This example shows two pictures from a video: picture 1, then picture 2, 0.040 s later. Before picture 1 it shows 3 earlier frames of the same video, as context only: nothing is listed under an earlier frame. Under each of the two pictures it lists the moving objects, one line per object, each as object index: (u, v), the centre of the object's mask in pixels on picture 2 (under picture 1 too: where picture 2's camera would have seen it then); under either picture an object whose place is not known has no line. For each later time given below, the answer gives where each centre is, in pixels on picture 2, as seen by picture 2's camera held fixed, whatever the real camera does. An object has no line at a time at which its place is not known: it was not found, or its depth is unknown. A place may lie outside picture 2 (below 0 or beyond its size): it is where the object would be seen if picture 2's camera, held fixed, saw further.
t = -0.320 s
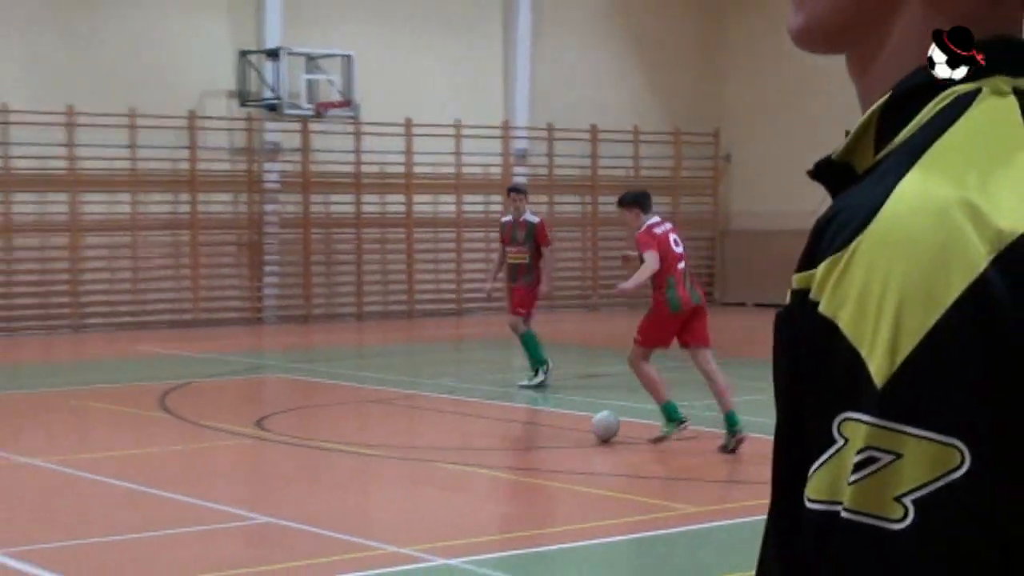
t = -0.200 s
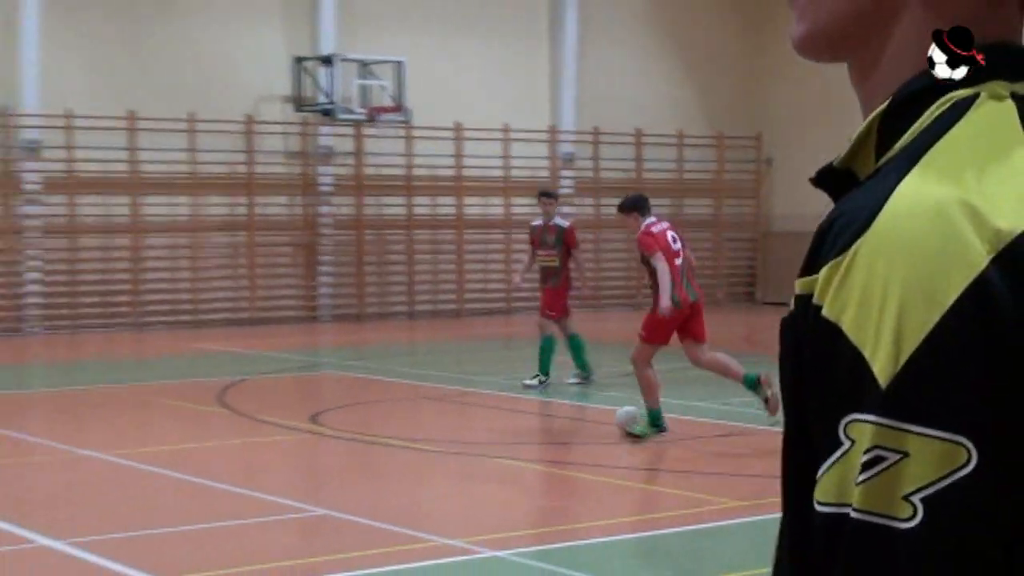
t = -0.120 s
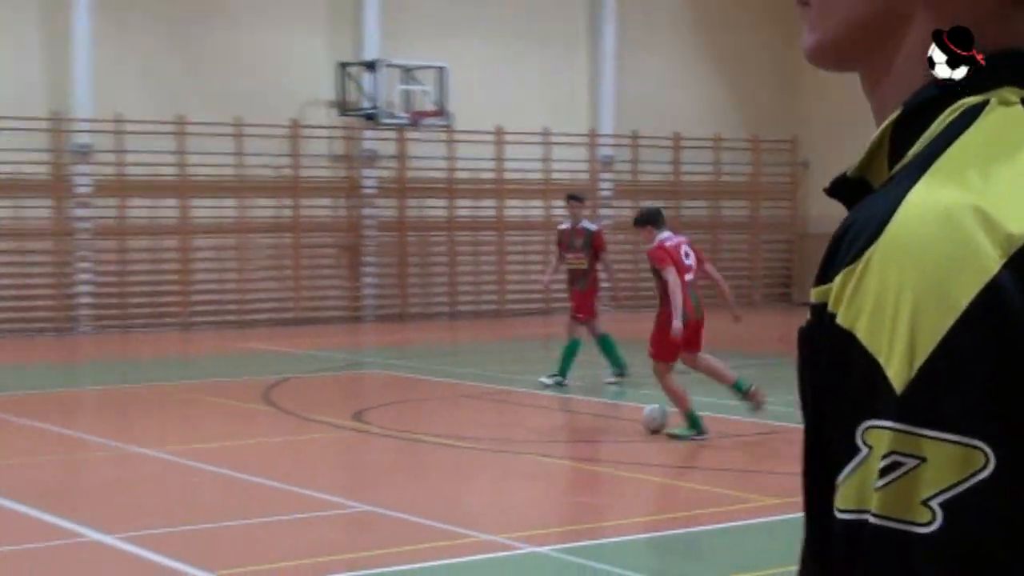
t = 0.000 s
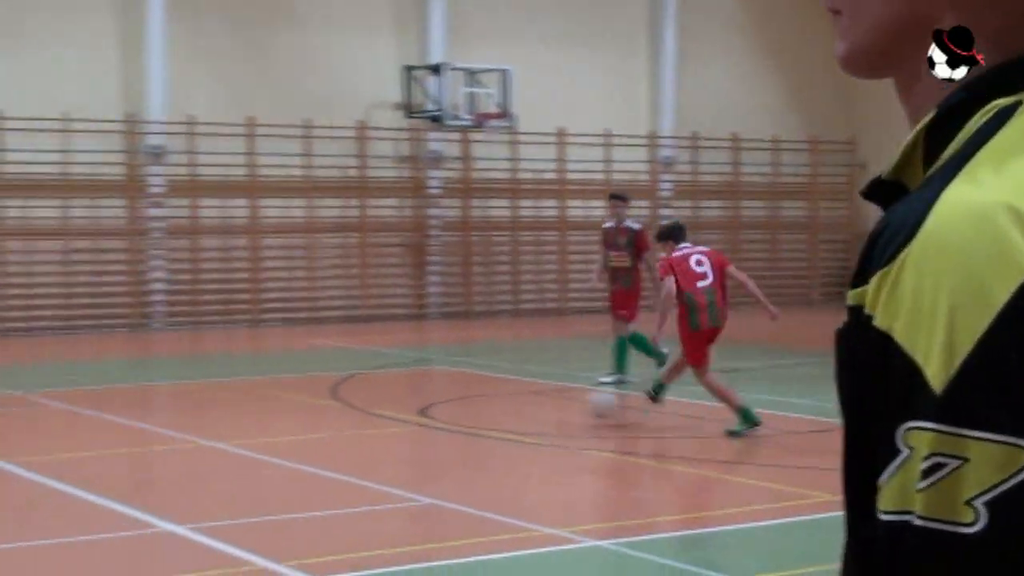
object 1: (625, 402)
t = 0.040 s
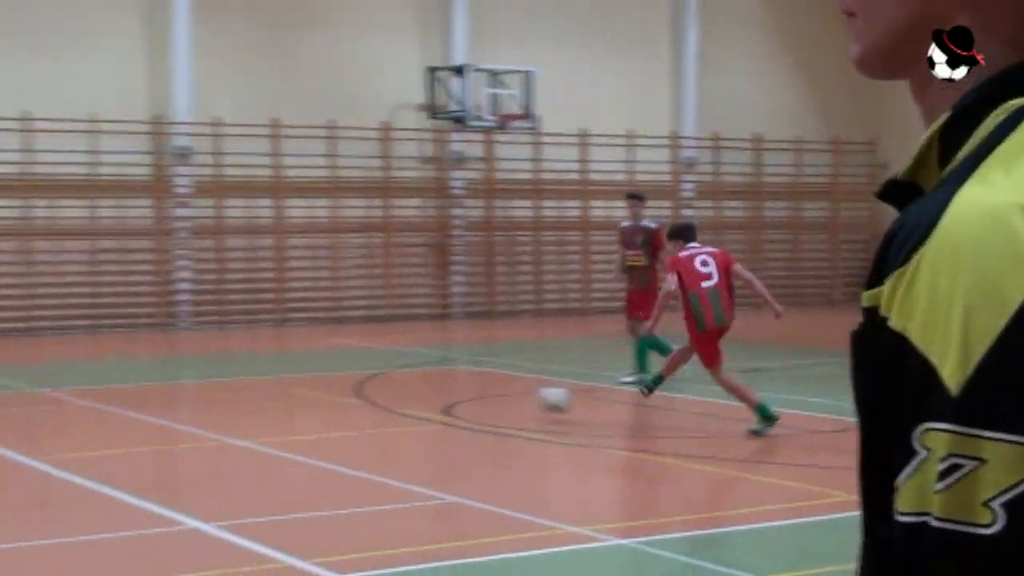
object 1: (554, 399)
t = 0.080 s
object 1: (485, 396)
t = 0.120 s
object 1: (420, 398)
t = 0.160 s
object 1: (356, 402)
